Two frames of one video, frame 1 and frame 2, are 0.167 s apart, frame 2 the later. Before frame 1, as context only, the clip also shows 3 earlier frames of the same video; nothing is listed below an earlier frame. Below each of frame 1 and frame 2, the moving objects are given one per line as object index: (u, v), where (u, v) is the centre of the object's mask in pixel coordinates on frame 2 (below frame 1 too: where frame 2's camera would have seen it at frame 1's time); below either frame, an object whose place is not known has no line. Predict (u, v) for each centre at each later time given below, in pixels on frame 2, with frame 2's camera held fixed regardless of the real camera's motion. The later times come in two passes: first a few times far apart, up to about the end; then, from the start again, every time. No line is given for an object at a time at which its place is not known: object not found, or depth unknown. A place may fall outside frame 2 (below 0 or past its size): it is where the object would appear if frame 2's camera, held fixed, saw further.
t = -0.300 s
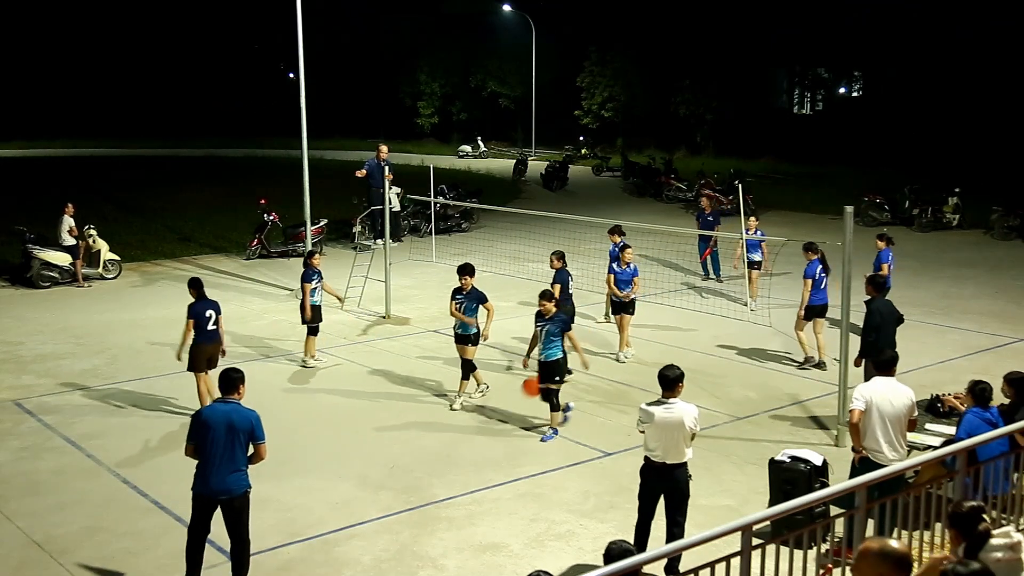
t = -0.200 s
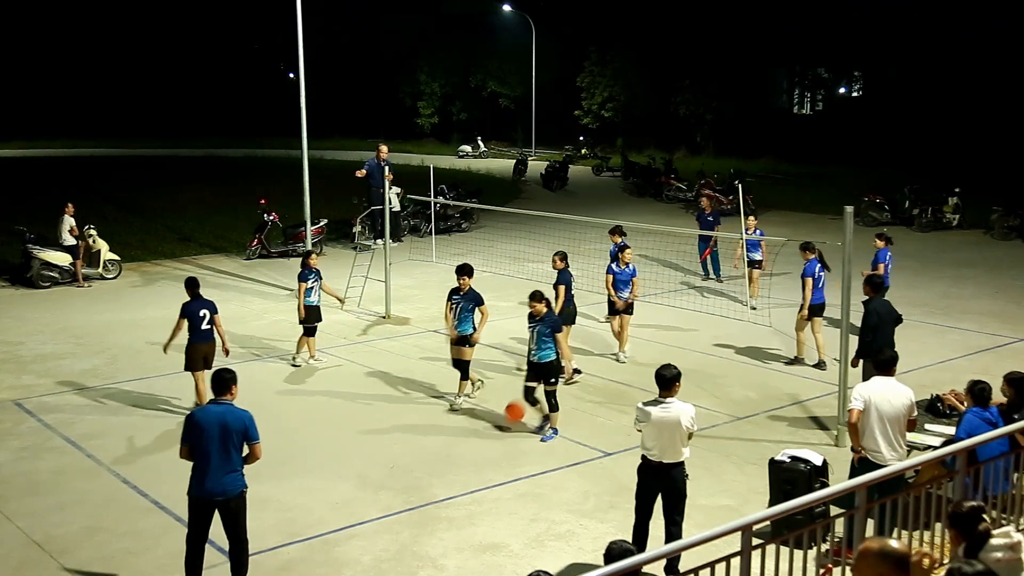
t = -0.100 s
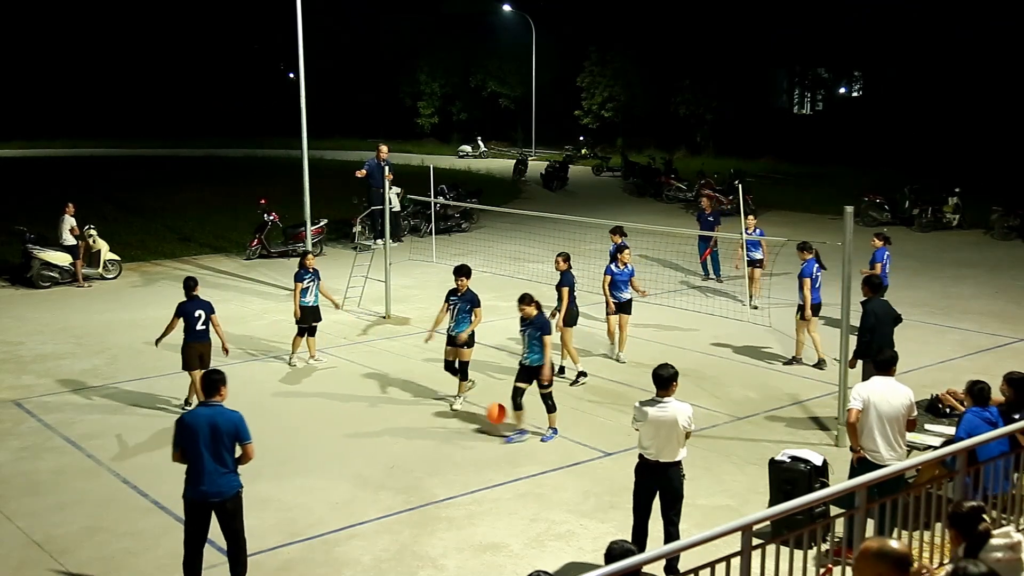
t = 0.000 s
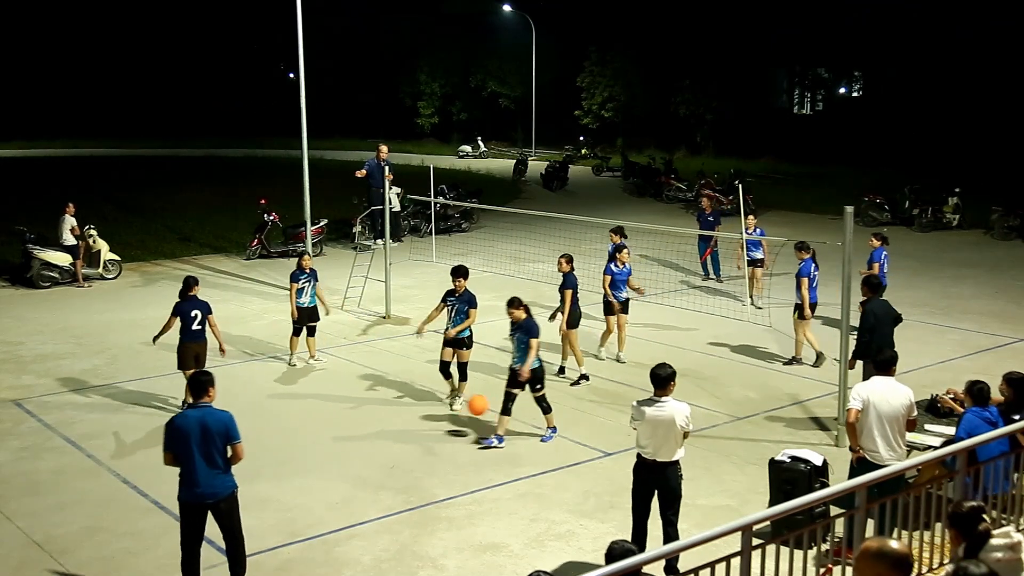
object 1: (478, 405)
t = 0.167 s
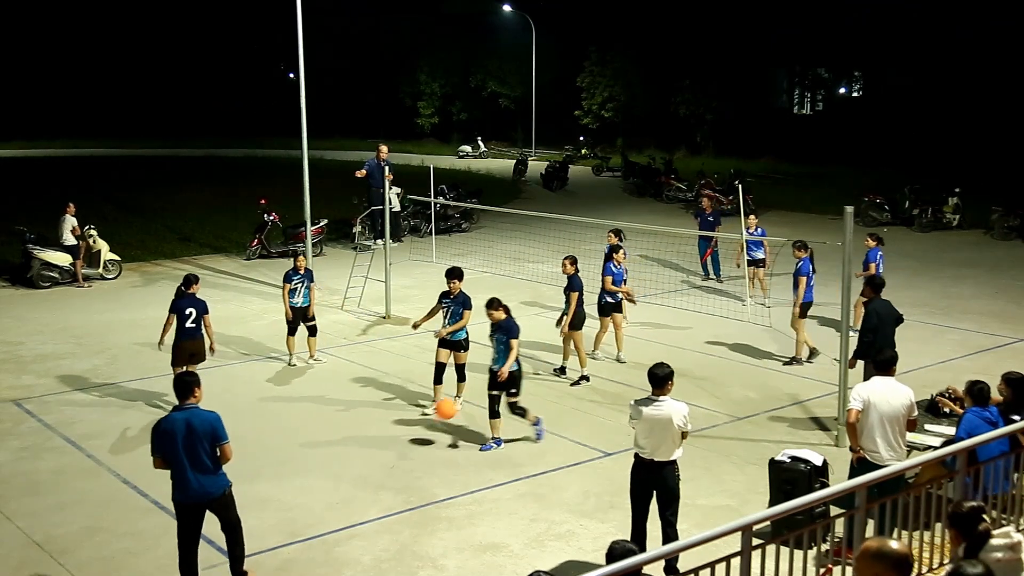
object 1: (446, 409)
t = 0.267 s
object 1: (426, 424)
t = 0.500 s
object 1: (379, 437)
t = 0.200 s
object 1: (440, 412)
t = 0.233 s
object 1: (433, 418)
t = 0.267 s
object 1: (426, 424)
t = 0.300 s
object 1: (421, 430)
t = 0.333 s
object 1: (414, 438)
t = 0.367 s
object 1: (407, 449)
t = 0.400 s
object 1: (400, 446)
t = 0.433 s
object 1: (393, 441)
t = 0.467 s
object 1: (386, 438)
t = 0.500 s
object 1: (379, 437)
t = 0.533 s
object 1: (372, 437)
